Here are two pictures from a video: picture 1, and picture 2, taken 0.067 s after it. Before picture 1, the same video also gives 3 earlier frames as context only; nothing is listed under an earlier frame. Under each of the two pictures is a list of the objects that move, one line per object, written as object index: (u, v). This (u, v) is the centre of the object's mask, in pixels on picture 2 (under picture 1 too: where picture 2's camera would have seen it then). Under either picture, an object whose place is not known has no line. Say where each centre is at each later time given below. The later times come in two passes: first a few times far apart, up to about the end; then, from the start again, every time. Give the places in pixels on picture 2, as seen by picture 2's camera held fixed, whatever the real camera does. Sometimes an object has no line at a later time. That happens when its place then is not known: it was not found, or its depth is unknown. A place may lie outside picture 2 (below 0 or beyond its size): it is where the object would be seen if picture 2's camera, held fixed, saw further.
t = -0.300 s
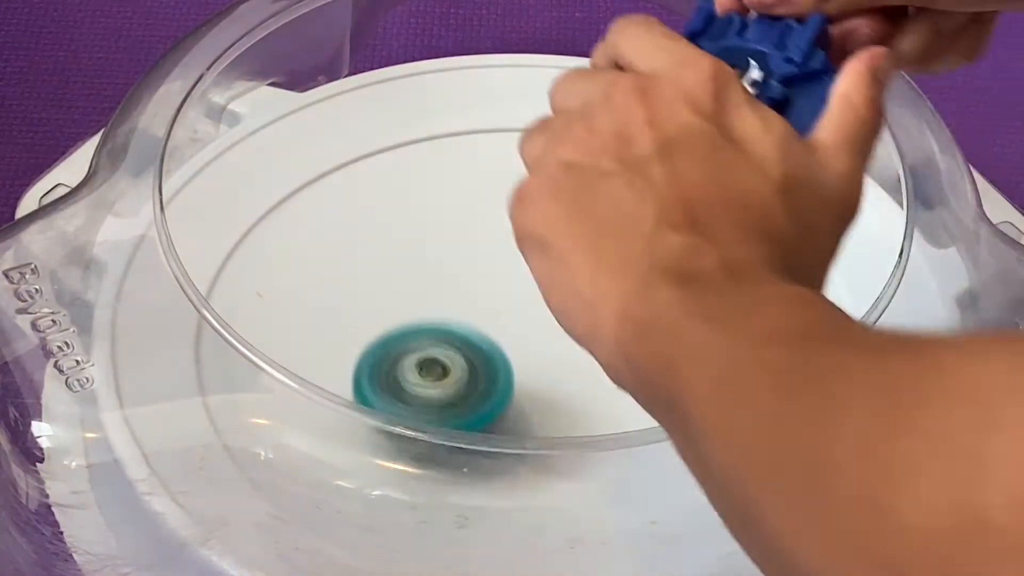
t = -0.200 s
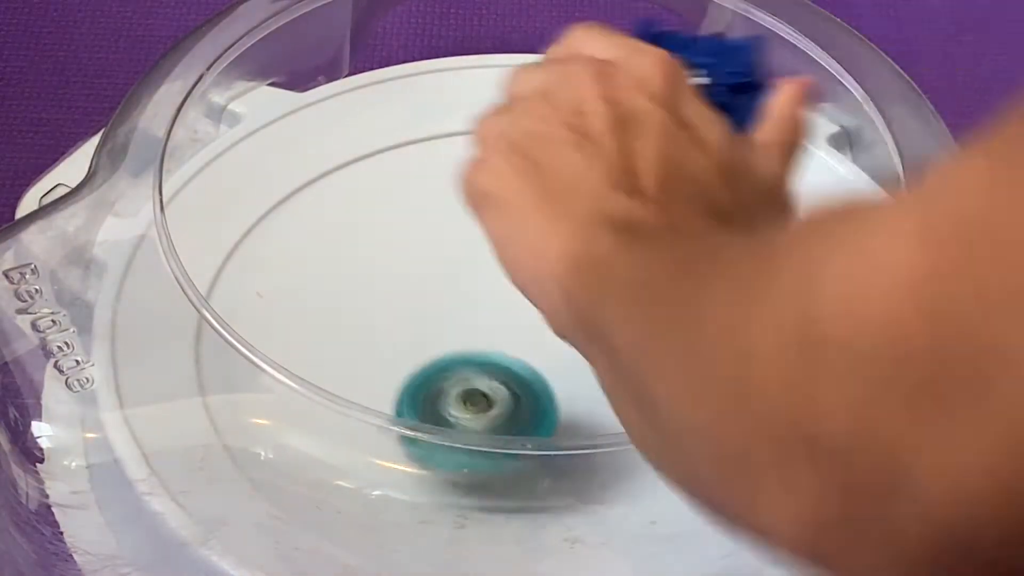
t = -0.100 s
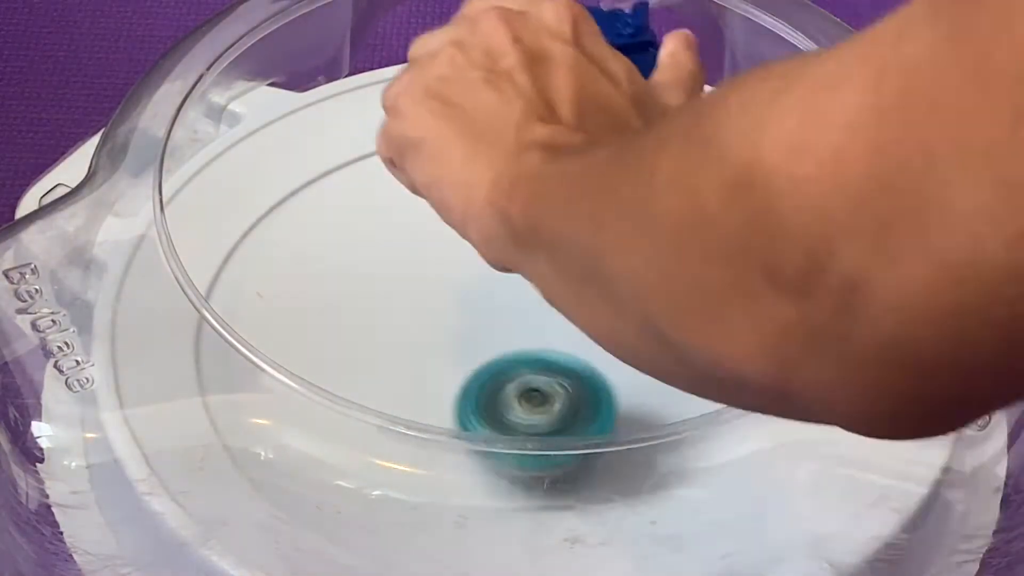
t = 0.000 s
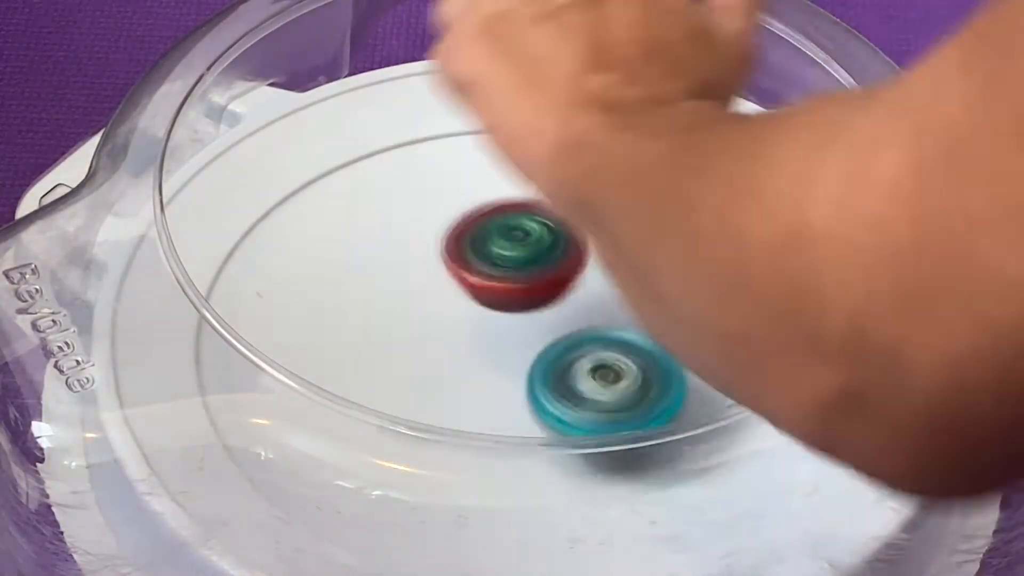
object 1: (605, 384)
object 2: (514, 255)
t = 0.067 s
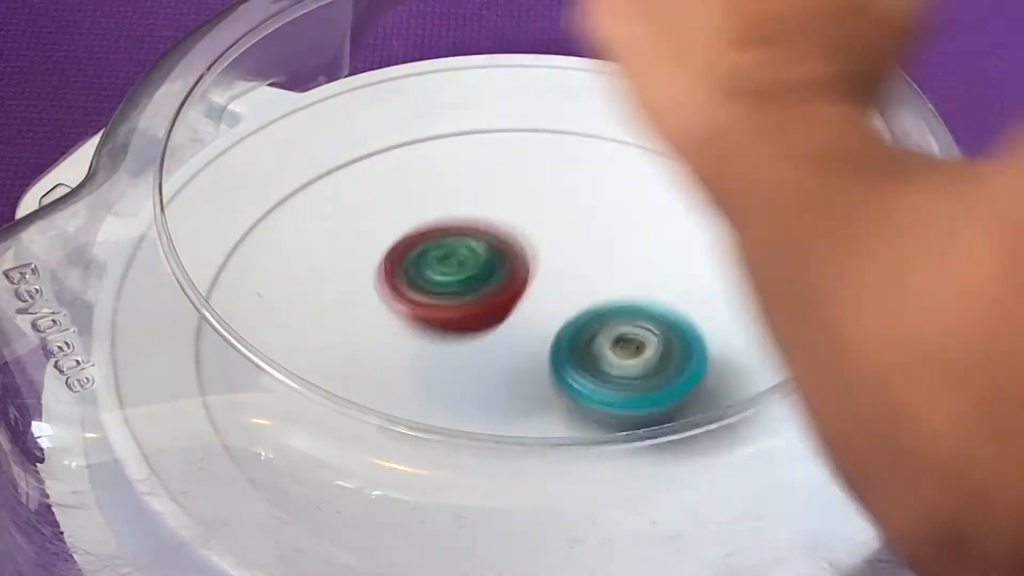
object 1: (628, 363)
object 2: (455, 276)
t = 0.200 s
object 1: (620, 298)
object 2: (367, 354)
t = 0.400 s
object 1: (507, 286)
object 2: (374, 471)
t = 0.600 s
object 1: (427, 360)
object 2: (566, 465)
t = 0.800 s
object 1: (497, 392)
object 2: (648, 322)
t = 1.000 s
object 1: (615, 358)
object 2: (460, 188)
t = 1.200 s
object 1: (604, 272)
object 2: (247, 227)
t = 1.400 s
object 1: (472, 274)
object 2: (278, 436)
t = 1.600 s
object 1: (424, 354)
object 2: (669, 487)
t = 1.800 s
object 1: (546, 379)
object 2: (796, 214)
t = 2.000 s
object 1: (614, 308)
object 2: (489, 93)
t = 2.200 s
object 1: (554, 283)
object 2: (214, 294)
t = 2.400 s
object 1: (473, 325)
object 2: (488, 523)
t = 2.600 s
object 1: (520, 346)
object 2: (858, 324)
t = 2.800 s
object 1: (552, 303)
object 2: (476, 94)
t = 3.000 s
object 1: (477, 297)
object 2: (220, 355)
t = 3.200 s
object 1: (493, 369)
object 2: (547, 512)
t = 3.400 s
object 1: (618, 366)
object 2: (799, 297)
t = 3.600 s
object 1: (628, 274)
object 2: (638, 110)
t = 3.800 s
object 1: (482, 247)
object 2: (313, 149)
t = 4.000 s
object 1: (393, 344)
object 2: (260, 390)
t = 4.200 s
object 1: (528, 395)
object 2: (609, 513)
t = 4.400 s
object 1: (663, 344)
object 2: (852, 318)
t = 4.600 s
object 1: (582, 248)
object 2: (664, 116)
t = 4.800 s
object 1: (410, 281)
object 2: (342, 132)
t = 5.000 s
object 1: (420, 399)
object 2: (221, 383)
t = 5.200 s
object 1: (600, 404)
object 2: (690, 511)
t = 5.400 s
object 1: (662, 313)
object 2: (789, 191)
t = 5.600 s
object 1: (523, 250)
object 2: (487, 99)
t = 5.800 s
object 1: (412, 319)
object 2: (282, 243)
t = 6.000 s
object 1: (508, 388)
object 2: (365, 448)
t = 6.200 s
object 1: (594, 347)
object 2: (685, 450)
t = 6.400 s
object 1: (564, 332)
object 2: (766, 251)
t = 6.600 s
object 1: (494, 306)
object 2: (541, 147)
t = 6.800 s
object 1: (519, 308)
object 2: (321, 248)
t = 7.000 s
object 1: (558, 355)
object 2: (392, 443)
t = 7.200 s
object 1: (541, 355)
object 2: (682, 457)
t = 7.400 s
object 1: (553, 309)
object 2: (753, 276)
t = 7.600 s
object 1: (552, 319)
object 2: (541, 187)
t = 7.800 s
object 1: (521, 351)
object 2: (341, 274)
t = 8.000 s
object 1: (489, 334)
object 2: (406, 437)
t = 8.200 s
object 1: (527, 303)
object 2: (604, 436)
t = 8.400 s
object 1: (545, 286)
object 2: (724, 358)
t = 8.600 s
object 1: (453, 283)
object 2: (729, 256)
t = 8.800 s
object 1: (427, 325)
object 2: (542, 244)
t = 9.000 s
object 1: (342, 399)
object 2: (515, 211)
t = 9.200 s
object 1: (445, 403)
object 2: (479, 298)
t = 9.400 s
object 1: (498, 470)
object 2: (602, 245)
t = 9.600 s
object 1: (530, 403)
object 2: (616, 215)
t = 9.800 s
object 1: (533, 373)
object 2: (582, 263)
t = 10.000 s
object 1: (450, 353)
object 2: (630, 242)
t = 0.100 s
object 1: (633, 342)
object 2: (424, 320)
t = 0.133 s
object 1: (632, 327)
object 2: (399, 360)
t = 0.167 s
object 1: (628, 312)
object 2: (381, 350)
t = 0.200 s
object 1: (620, 298)
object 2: (367, 354)
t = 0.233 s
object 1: (609, 289)
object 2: (346, 389)
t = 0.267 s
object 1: (594, 284)
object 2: (327, 436)
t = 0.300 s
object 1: (575, 279)
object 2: (337, 422)
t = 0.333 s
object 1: (554, 278)
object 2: (347, 429)
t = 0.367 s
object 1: (530, 281)
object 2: (358, 456)
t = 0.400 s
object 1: (507, 286)
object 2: (374, 471)
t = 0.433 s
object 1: (486, 294)
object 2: (407, 455)
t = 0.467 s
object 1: (466, 306)
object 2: (431, 479)
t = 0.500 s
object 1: (451, 320)
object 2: (464, 486)
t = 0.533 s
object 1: (438, 335)
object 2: (499, 471)
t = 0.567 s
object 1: (430, 350)
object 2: (533, 476)
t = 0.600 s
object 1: (427, 360)
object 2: (566, 465)
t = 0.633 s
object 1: (430, 370)
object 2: (600, 455)
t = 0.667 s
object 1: (438, 376)
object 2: (628, 434)
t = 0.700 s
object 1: (451, 383)
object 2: (646, 407)
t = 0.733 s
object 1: (462, 387)
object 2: (656, 378)
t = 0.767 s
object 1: (478, 390)
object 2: (658, 354)
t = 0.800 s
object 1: (497, 392)
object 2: (648, 322)
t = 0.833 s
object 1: (516, 392)
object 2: (629, 290)
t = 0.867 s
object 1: (536, 391)
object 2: (602, 261)
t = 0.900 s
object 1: (557, 388)
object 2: (571, 235)
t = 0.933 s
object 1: (579, 382)
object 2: (538, 216)
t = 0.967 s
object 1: (599, 374)
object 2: (500, 199)
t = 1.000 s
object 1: (615, 358)
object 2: (460, 188)
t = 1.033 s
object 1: (625, 341)
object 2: (420, 180)
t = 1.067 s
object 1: (630, 324)
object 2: (380, 176)
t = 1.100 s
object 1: (629, 306)
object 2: (343, 180)
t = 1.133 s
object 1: (626, 291)
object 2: (307, 191)
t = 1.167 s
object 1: (618, 280)
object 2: (275, 206)
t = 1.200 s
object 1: (604, 272)
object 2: (247, 227)
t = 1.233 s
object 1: (587, 265)
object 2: (235, 253)
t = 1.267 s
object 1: (567, 263)
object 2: (211, 286)
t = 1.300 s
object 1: (544, 260)
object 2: (213, 325)
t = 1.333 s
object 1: (519, 261)
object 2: (226, 364)
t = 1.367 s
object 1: (496, 266)
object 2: (238, 407)
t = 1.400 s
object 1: (472, 274)
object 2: (278, 436)
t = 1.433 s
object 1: (452, 283)
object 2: (320, 466)
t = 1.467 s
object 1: (437, 295)
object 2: (381, 491)
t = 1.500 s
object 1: (423, 310)
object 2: (444, 504)
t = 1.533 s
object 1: (417, 325)
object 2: (523, 511)
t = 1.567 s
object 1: (417, 339)
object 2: (595, 505)
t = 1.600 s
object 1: (424, 354)
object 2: (669, 487)
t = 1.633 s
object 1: (437, 365)
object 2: (720, 447)
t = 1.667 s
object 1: (455, 373)
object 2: (764, 408)
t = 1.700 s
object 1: (475, 379)
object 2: (788, 357)
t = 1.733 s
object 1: (499, 382)
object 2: (798, 305)
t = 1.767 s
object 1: (523, 381)
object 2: (808, 263)
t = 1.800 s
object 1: (546, 379)
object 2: (796, 214)
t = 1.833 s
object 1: (567, 373)
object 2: (773, 174)
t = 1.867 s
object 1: (586, 365)
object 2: (736, 138)
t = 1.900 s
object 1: (600, 351)
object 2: (685, 118)
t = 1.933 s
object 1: (609, 335)
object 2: (624, 104)
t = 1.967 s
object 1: (614, 320)
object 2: (559, 92)
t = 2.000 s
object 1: (614, 308)
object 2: (489, 93)
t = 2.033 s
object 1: (612, 297)
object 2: (418, 103)
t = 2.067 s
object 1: (607, 289)
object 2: (356, 126)
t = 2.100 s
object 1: (597, 284)
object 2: (299, 156)
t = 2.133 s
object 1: (584, 283)
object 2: (254, 196)
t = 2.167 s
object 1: (569, 281)
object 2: (233, 241)
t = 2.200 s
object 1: (554, 283)
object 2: (214, 294)
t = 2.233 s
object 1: (539, 289)
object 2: (215, 349)
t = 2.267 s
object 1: (523, 296)
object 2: (240, 400)
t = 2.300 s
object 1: (509, 303)
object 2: (281, 448)
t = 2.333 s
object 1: (494, 312)
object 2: (336, 481)
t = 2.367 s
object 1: (481, 319)
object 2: (408, 509)
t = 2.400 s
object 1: (473, 325)
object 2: (488, 523)
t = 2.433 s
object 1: (470, 331)
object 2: (570, 525)
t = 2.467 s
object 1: (472, 336)
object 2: (653, 516)
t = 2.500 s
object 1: (479, 342)
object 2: (741, 490)
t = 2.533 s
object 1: (490, 345)
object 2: (803, 447)
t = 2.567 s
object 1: (505, 347)
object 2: (857, 403)
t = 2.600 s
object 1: (520, 346)
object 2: (858, 324)
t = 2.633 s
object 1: (532, 342)
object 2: (839, 260)
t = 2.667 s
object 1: (543, 336)
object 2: (809, 199)
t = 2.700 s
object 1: (551, 329)
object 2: (744, 148)
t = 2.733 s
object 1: (555, 320)
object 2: (666, 113)
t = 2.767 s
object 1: (555, 311)
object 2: (569, 92)
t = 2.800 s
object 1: (552, 303)
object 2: (476, 94)
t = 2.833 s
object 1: (544, 295)
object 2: (385, 114)
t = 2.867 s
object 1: (534, 289)
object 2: (314, 148)
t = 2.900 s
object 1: (521, 286)
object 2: (259, 195)
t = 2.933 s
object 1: (506, 286)
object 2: (234, 244)
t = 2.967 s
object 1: (490, 290)
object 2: (216, 300)
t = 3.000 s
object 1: (477, 297)
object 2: (220, 355)
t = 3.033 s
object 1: (468, 308)
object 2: (242, 403)
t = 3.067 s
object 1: (464, 320)
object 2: (281, 445)
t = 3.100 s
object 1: (464, 334)
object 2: (335, 476)
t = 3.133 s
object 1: (469, 347)
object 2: (399, 500)
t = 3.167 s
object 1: (479, 360)
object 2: (474, 511)
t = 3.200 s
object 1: (493, 369)
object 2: (547, 512)
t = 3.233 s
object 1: (513, 375)
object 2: (618, 503)
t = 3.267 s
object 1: (534, 380)
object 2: (685, 482)
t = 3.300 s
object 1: (556, 380)
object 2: (729, 440)
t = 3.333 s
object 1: (578, 378)
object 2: (765, 392)
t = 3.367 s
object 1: (598, 373)
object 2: (789, 348)
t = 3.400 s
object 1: (618, 366)
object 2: (799, 297)
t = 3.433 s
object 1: (632, 353)
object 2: (803, 255)
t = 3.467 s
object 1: (642, 337)
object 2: (790, 212)
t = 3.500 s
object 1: (647, 321)
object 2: (768, 174)
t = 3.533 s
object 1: (646, 305)
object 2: (740, 143)
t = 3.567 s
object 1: (640, 289)
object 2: (692, 126)
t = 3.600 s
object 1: (628, 274)
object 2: (638, 110)
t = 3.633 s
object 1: (610, 261)
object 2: (584, 95)
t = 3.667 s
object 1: (589, 252)
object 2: (527, 93)
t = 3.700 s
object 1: (565, 244)
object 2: (469, 97)
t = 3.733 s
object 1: (539, 241)
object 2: (413, 105)
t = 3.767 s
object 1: (510, 242)
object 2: (361, 124)
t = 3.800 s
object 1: (482, 247)
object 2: (313, 149)
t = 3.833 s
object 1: (456, 257)
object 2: (274, 178)
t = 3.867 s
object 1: (432, 269)
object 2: (243, 215)
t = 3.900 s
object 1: (411, 286)
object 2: (236, 251)
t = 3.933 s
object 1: (397, 305)
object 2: (226, 298)
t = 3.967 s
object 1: (389, 326)
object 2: (235, 347)
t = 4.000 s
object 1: (393, 344)
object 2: (260, 390)
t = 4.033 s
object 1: (404, 357)
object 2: (292, 441)
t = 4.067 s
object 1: (418, 369)
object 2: (347, 467)
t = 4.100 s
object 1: (439, 381)
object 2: (405, 496)
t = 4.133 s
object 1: (462, 389)
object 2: (467, 510)
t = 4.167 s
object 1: (493, 393)
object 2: (537, 514)
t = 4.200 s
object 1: (528, 395)
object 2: (609, 513)
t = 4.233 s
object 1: (559, 394)
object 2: (677, 502)
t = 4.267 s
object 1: (585, 392)
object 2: (743, 480)
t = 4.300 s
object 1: (611, 384)
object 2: (795, 452)
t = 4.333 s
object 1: (635, 374)
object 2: (839, 420)
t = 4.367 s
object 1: (652, 361)
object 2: (849, 366)
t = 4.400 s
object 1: (663, 344)
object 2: (852, 318)
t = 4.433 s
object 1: (666, 324)
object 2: (835, 268)
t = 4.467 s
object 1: (662, 304)
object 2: (829, 236)
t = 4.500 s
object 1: (650, 286)
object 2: (797, 196)
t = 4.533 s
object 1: (633, 269)
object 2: (761, 163)
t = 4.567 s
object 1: (610, 257)
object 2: (714, 136)
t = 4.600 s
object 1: (582, 248)
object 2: (664, 116)
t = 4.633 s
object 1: (553, 242)
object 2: (610, 103)
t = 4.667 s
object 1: (520, 240)
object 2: (555, 95)
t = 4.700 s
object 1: (488, 245)
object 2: (498, 93)
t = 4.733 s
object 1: (460, 253)
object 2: (444, 99)
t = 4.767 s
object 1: (433, 265)
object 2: (391, 112)
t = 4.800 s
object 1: (410, 281)
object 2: (342, 132)
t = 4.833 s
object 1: (393, 298)
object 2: (296, 159)
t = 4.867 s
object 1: (382, 318)
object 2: (254, 192)
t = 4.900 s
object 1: (380, 342)
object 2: (230, 230)
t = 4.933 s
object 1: (388, 359)
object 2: (208, 278)
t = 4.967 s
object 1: (404, 374)
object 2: (205, 331)
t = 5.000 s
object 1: (420, 399)
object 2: (221, 383)
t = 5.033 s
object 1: (446, 414)
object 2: (262, 437)
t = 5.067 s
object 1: (475, 430)
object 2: (319, 479)
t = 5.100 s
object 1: (514, 431)
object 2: (402, 512)
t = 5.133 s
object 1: (548, 425)
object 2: (499, 524)
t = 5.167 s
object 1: (575, 419)
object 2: (598, 525)
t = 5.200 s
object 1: (600, 404)
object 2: (690, 511)
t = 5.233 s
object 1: (626, 394)
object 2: (764, 474)
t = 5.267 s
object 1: (646, 384)
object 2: (837, 421)
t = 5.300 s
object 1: (663, 371)
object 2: (854, 355)
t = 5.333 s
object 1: (670, 356)
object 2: (851, 296)
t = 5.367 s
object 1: (669, 334)
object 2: (830, 238)
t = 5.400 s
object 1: (662, 313)
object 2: (789, 191)
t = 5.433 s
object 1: (649, 293)
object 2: (747, 155)
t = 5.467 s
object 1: (630, 279)
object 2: (696, 131)
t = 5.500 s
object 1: (606, 266)
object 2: (641, 109)
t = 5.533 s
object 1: (580, 258)
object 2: (589, 100)
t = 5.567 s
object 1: (552, 252)
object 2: (536, 97)
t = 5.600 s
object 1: (523, 250)
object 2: (487, 99)
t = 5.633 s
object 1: (493, 254)
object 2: (441, 110)
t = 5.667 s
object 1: (467, 257)
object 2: (396, 130)
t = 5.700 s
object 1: (443, 266)
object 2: (361, 154)
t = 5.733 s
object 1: (426, 280)
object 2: (327, 183)
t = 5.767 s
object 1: (417, 299)
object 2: (299, 212)
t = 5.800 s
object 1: (412, 319)
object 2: (282, 243)
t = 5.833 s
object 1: (416, 341)
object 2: (269, 277)
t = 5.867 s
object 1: (429, 362)
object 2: (277, 305)
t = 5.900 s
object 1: (446, 374)
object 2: (277, 341)
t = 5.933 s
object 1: (466, 382)
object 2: (298, 379)
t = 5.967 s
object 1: (487, 387)
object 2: (325, 420)
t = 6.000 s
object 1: (508, 388)
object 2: (365, 448)
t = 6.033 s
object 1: (529, 387)
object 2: (411, 478)
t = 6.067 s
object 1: (550, 381)
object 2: (470, 491)
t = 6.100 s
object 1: (567, 373)
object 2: (526, 496)
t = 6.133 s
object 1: (580, 363)
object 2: (587, 494)
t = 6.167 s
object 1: (588, 354)
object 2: (640, 473)
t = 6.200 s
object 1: (594, 347)
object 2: (685, 450)
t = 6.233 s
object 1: (597, 341)
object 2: (729, 423)
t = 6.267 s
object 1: (598, 336)
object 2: (753, 389)
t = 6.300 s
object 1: (594, 333)
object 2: (763, 343)
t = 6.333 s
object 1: (588, 332)
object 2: (779, 317)
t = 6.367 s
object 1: (578, 332)
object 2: (780, 284)
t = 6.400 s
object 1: (564, 332)
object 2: (766, 251)
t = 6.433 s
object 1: (548, 330)
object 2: (741, 221)
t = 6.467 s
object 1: (533, 326)
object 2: (712, 195)
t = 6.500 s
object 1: (520, 320)
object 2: (675, 174)
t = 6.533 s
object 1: (509, 315)
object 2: (634, 160)
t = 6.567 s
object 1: (500, 310)
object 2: (589, 149)
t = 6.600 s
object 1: (494, 306)
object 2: (541, 147)
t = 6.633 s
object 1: (491, 302)
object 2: (496, 148)
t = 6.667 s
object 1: (491, 299)
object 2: (450, 157)
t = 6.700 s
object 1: (494, 298)
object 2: (409, 172)
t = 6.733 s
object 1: (499, 299)
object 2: (372, 192)
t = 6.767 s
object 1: (507, 302)
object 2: (343, 219)
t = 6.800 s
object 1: (519, 308)
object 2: (321, 248)
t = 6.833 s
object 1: (530, 314)
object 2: (306, 282)
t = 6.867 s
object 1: (541, 322)
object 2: (306, 314)
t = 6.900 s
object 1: (550, 330)
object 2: (319, 339)
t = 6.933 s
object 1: (557, 340)
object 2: (330, 379)
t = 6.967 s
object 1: (559, 348)
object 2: (353, 416)
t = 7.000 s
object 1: (558, 355)
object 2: (392, 443)
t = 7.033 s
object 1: (554, 363)
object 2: (434, 466)
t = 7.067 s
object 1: (548, 364)
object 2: (482, 489)
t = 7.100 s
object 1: (543, 362)
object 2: (533, 497)
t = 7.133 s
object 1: (538, 362)
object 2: (587, 494)
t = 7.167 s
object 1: (539, 362)
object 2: (638, 486)
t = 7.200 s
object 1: (541, 355)
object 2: (682, 457)
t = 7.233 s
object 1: (545, 347)
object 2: (721, 434)
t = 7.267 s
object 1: (548, 337)
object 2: (746, 401)
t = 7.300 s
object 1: (549, 328)
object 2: (761, 368)
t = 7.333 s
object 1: (550, 321)
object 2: (764, 333)
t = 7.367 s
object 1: (551, 314)
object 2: (767, 306)
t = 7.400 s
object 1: (553, 309)
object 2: (753, 276)
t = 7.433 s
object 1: (553, 306)
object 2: (730, 250)
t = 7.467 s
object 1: (553, 305)
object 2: (701, 229)
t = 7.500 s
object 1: (554, 305)
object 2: (668, 211)
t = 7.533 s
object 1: (554, 307)
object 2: (627, 199)
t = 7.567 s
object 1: (553, 313)
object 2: (586, 190)
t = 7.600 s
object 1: (552, 319)
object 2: (541, 187)
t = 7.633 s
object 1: (551, 325)
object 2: (499, 188)
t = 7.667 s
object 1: (549, 331)
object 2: (456, 196)
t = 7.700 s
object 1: (544, 336)
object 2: (421, 207)
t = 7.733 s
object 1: (538, 342)
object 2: (388, 226)
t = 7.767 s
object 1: (530, 347)
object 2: (362, 247)
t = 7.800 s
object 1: (521, 351)
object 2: (341, 274)
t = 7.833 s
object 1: (514, 353)
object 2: (330, 300)
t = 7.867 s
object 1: (505, 354)
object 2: (330, 328)
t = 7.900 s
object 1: (498, 352)
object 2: (341, 347)
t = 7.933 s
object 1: (494, 348)
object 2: (354, 376)
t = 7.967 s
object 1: (491, 342)
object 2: (376, 404)
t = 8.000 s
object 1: (489, 334)
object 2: (406, 437)
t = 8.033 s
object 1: (488, 329)
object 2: (444, 445)
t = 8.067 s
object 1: (491, 324)
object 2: (482, 455)
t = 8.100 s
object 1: (498, 317)
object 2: (515, 459)
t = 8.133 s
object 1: (506, 312)
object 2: (548, 456)
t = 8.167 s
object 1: (516, 307)
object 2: (579, 455)
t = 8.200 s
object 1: (527, 303)
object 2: (604, 436)
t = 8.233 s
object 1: (538, 303)
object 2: (629, 423)
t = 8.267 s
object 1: (550, 304)
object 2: (647, 404)
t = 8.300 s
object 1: (560, 307)
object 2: (660, 381)
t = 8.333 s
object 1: (562, 303)
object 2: (683, 372)
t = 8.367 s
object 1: (555, 293)
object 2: (706, 367)
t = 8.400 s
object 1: (545, 286)
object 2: (724, 358)
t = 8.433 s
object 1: (533, 280)
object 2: (741, 346)
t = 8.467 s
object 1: (518, 276)
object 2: (755, 331)
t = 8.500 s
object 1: (503, 275)
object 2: (763, 313)
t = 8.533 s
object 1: (487, 275)
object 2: (760, 291)
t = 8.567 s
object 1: (470, 278)
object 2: (748, 272)
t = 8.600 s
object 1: (453, 283)
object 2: (729, 256)
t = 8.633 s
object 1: (438, 288)
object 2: (704, 244)
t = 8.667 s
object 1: (428, 296)
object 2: (674, 236)
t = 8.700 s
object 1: (423, 303)
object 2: (641, 232)
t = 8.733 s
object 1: (421, 311)
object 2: (608, 232)
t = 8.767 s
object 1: (422, 318)
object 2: (575, 236)
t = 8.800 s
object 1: (427, 325)
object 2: (542, 244)
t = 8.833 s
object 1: (411, 337)
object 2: (534, 240)
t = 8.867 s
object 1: (385, 356)
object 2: (547, 227)
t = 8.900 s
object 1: (369, 365)
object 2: (550, 219)
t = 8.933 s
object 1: (348, 386)
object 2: (545, 214)
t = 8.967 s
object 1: (341, 398)
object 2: (534, 210)
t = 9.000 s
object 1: (342, 399)
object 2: (515, 211)
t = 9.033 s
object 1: (348, 400)
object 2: (497, 216)
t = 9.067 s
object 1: (361, 406)
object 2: (482, 228)
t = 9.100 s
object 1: (380, 405)
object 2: (471, 245)
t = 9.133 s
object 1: (400, 405)
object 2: (467, 264)
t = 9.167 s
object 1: (424, 403)
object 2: (470, 283)
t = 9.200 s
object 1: (445, 403)
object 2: (479, 298)
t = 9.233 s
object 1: (452, 425)
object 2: (507, 288)
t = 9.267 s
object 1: (461, 451)
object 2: (534, 279)
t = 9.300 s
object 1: (470, 466)
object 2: (559, 270)
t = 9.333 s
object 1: (481, 473)
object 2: (576, 262)
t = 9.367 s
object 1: (489, 473)
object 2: (590, 253)
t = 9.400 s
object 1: (498, 470)
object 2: (602, 245)
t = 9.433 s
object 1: (505, 460)
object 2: (610, 239)
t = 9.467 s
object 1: (512, 454)
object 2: (614, 233)
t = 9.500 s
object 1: (518, 439)
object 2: (617, 226)
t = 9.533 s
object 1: (524, 433)
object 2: (620, 220)
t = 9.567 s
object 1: (527, 422)
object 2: (620, 216)
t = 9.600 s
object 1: (530, 403)
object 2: (616, 215)
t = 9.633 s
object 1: (532, 398)
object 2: (609, 215)
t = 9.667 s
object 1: (534, 393)
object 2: (601, 220)
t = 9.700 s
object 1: (535, 388)
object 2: (593, 227)
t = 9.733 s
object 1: (536, 382)
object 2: (587, 238)
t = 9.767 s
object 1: (536, 376)
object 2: (581, 252)
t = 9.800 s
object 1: (533, 373)
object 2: (582, 263)
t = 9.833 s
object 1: (520, 372)
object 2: (592, 262)
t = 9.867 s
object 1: (504, 374)
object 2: (601, 260)
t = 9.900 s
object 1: (490, 372)
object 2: (611, 257)
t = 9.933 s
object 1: (475, 368)
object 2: (621, 251)
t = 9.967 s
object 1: (461, 361)
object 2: (629, 245)
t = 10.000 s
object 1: (450, 353)
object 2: (630, 242)
